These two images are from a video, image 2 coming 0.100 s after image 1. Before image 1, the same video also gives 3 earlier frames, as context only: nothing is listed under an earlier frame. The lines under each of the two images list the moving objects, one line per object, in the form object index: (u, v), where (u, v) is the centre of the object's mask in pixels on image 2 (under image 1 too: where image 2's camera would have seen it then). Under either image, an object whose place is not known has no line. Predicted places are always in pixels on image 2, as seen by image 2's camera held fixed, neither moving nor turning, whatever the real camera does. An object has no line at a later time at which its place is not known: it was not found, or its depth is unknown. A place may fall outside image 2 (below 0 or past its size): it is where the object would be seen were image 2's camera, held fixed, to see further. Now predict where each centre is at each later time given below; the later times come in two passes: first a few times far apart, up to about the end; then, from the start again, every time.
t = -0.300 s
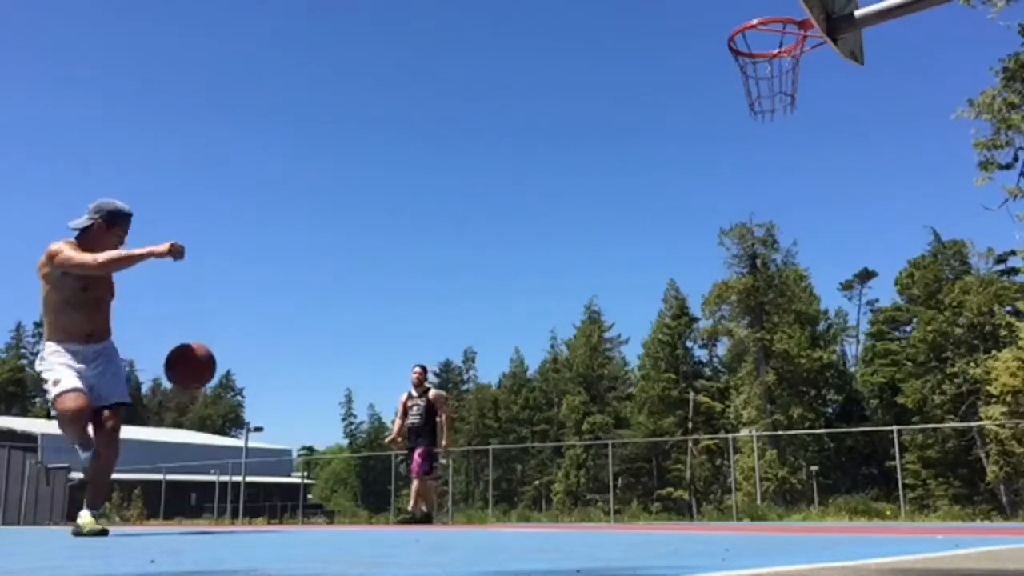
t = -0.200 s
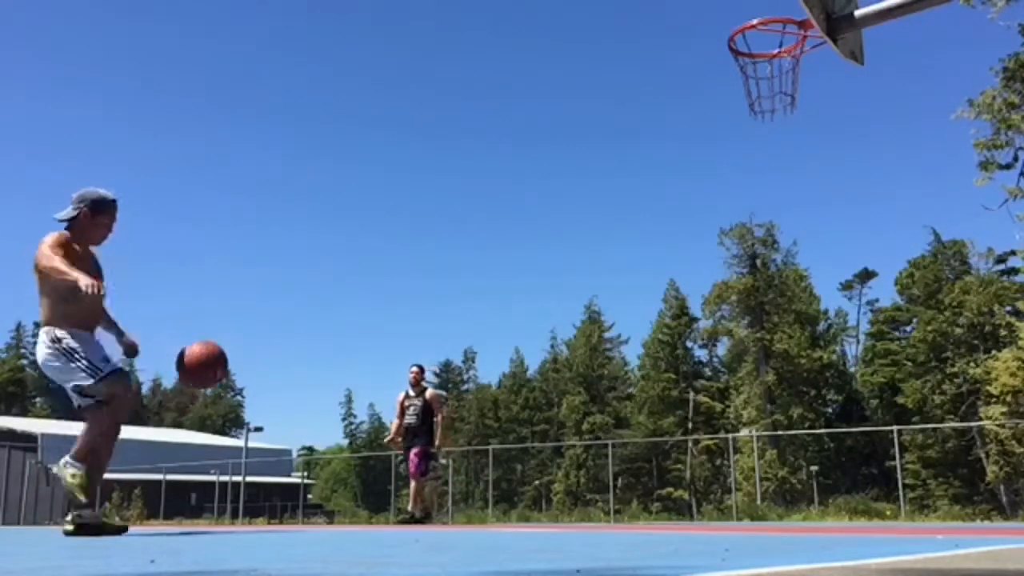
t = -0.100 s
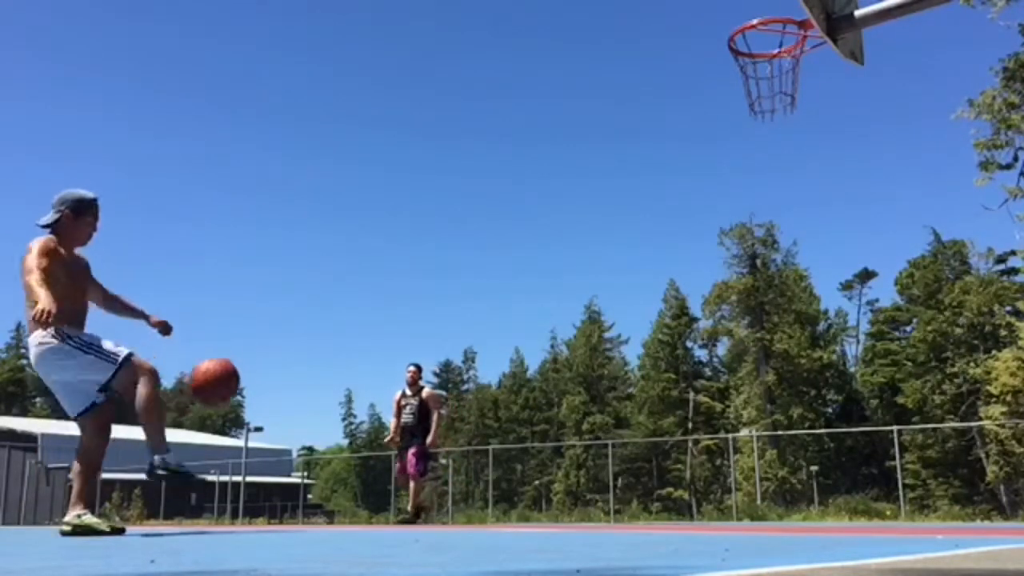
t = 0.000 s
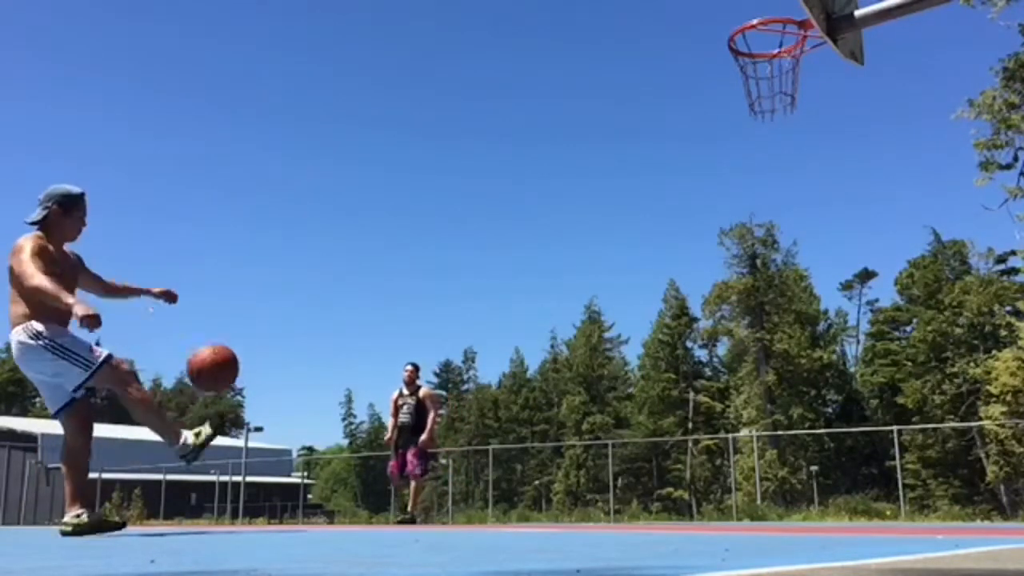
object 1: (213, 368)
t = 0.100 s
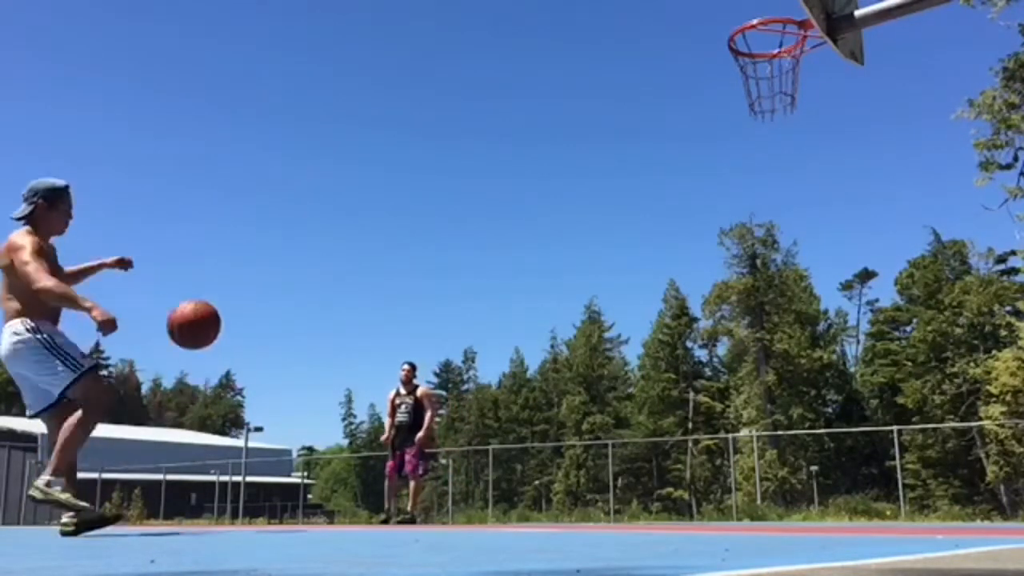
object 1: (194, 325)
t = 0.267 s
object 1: (158, 295)
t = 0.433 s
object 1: (113, 323)
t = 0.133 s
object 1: (188, 314)
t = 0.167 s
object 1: (181, 306)
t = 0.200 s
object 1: (173, 300)
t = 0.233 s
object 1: (166, 296)
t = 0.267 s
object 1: (158, 295)
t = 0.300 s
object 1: (150, 295)
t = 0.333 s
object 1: (141, 299)
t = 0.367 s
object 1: (132, 304)
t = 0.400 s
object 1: (123, 312)
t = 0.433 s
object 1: (113, 323)
